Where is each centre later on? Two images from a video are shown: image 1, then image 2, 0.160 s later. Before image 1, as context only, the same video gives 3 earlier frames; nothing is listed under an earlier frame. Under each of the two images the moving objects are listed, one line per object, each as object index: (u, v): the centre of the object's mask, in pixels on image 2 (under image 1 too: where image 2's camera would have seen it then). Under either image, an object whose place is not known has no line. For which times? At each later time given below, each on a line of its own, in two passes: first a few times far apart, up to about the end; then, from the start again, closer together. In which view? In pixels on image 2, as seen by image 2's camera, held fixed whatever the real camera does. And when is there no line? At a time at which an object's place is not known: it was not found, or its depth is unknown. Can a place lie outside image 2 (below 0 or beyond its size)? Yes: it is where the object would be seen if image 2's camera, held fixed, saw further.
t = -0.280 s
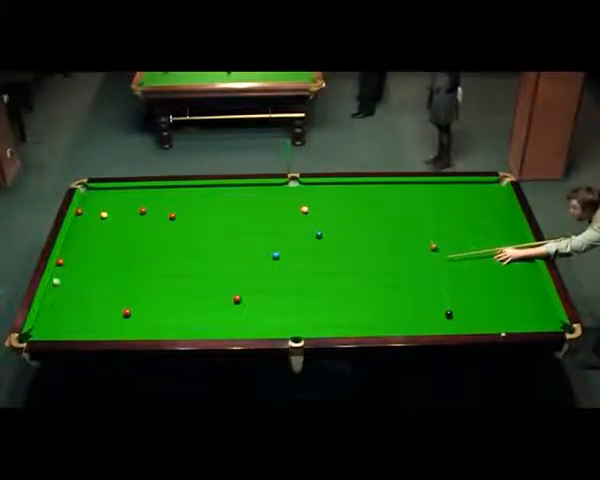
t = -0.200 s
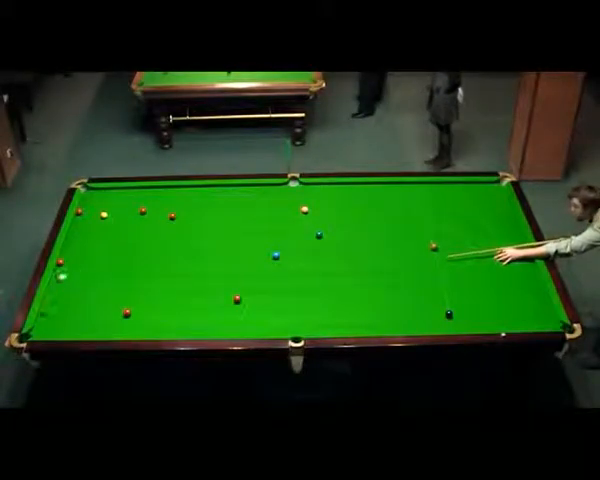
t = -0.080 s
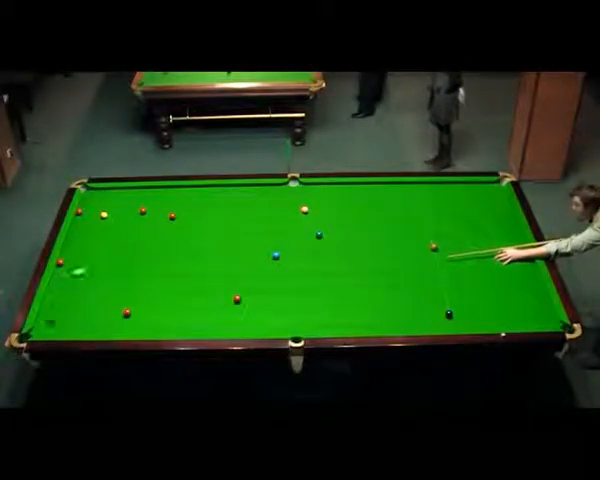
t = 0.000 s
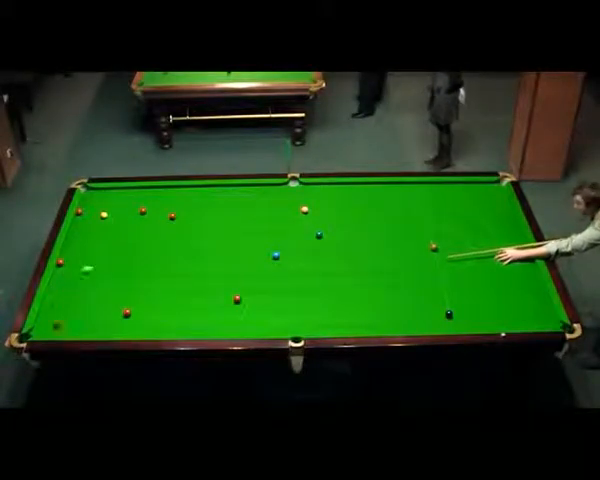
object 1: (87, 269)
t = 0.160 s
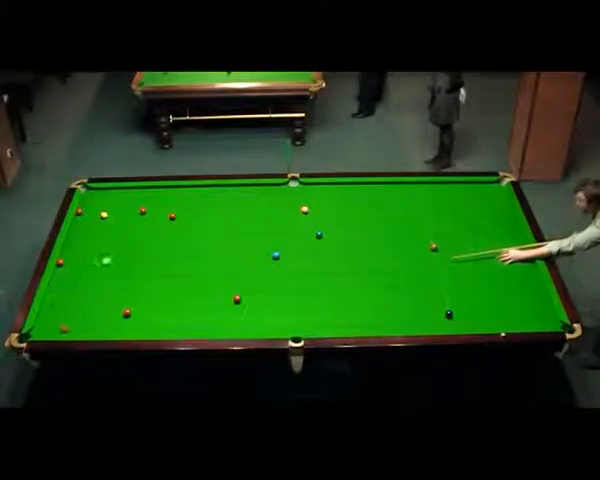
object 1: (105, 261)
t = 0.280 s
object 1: (118, 256)
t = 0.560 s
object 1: (150, 245)
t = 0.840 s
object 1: (176, 234)
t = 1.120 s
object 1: (200, 224)
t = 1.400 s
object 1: (226, 216)
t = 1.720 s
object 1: (253, 205)
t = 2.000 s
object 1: (274, 197)
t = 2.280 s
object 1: (295, 189)
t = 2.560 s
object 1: (314, 186)
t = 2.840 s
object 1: (327, 189)
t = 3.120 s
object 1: (340, 191)
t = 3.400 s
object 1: (354, 196)
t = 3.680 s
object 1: (367, 197)
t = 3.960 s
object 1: (379, 201)
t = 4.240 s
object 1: (390, 204)
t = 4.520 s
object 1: (401, 207)
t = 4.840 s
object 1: (411, 208)
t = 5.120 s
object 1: (420, 212)
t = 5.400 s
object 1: (429, 213)
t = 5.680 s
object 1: (435, 216)
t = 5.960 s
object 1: (441, 217)
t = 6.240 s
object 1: (446, 218)
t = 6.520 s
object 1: (451, 219)
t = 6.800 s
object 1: (453, 220)
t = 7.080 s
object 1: (457, 221)
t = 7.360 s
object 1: (459, 221)
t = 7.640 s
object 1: (459, 221)
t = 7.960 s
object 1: (459, 222)
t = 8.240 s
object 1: (460, 221)
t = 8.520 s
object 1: (459, 221)
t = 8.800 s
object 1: (459, 221)
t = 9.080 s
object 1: (459, 221)
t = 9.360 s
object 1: (459, 221)
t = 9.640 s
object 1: (459, 221)
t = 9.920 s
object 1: (459, 221)
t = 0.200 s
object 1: (111, 259)
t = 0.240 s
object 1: (114, 258)
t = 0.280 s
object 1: (118, 256)
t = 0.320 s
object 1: (123, 254)
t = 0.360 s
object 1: (127, 253)
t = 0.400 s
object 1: (130, 251)
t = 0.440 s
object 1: (135, 249)
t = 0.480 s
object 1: (139, 248)
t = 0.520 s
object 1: (142, 246)
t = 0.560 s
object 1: (150, 245)
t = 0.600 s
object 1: (151, 243)
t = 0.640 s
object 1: (155, 241)
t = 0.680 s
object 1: (161, 239)
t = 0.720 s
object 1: (164, 239)
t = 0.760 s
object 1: (166, 236)
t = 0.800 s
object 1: (172, 235)
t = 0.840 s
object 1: (176, 234)
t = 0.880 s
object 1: (180, 233)
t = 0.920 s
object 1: (183, 231)
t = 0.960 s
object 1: (187, 230)
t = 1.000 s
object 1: (191, 229)
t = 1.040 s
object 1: (193, 227)
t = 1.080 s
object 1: (199, 225)
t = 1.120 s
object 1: (200, 224)
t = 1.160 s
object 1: (206, 222)
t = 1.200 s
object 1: (209, 222)
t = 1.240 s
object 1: (211, 221)
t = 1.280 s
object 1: (216, 219)
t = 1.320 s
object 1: (219, 218)
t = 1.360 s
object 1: (223, 217)
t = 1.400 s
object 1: (226, 216)
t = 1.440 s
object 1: (230, 213)
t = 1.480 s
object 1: (234, 212)
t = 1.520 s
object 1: (236, 211)
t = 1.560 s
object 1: (240, 209)
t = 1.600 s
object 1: (243, 208)
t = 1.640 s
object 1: (247, 207)
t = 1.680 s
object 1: (250, 207)
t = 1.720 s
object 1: (253, 205)
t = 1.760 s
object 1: (257, 204)
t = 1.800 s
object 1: (260, 204)
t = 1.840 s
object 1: (262, 202)
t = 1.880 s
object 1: (264, 202)
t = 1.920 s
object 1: (269, 198)
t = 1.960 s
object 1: (272, 197)
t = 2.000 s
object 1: (274, 197)
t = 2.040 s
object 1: (277, 196)
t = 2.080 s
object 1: (280, 195)
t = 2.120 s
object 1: (282, 194)
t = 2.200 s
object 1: (289, 191)
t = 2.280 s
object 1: (295, 189)
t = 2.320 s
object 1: (296, 188)
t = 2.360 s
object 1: (297, 188)
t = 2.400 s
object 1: (301, 188)
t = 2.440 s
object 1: (305, 186)
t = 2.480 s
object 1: (308, 184)
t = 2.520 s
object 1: (314, 185)
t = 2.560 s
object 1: (314, 186)
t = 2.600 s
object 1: (315, 186)
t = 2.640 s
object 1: (316, 187)
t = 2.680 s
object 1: (318, 187)
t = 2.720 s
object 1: (320, 187)
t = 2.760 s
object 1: (323, 188)
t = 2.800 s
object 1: (325, 189)
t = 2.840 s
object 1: (327, 189)
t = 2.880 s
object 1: (329, 189)
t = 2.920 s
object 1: (331, 190)
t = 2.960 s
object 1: (332, 190)
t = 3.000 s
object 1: (334, 190)
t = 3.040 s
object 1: (337, 191)
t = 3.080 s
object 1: (339, 191)
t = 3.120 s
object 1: (340, 191)
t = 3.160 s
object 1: (343, 192)
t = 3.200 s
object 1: (345, 193)
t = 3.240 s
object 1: (347, 193)
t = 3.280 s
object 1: (349, 194)
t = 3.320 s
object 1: (351, 194)
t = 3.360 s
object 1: (353, 195)
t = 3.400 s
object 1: (354, 196)
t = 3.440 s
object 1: (356, 196)
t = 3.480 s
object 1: (358, 197)
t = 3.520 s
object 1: (360, 196)
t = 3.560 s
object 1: (362, 197)
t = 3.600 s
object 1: (364, 197)
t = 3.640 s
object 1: (365, 197)
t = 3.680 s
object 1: (367, 197)
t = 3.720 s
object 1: (369, 199)
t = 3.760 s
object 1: (371, 199)
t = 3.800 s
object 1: (374, 200)
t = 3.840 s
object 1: (375, 201)
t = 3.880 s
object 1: (376, 201)
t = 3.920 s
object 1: (378, 201)
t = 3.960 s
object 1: (379, 201)
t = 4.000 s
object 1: (381, 202)
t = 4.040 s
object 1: (382, 202)
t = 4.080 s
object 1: (384, 203)
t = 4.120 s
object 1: (386, 203)
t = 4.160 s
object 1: (387, 203)
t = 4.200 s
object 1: (389, 204)
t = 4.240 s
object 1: (390, 204)
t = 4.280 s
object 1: (392, 205)
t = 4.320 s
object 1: (394, 205)
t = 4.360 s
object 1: (395, 205)
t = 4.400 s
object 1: (396, 205)
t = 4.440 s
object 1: (399, 206)
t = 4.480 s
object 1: (400, 207)
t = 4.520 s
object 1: (401, 207)
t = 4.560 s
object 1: (403, 207)
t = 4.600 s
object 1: (404, 207)
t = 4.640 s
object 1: (405, 208)
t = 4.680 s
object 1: (407, 209)
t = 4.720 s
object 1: (408, 209)
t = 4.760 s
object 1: (409, 209)
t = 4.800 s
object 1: (410, 209)
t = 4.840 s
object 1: (411, 208)
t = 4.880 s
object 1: (412, 210)
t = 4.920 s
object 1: (414, 210)
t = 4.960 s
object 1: (415, 210)
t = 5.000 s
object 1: (417, 211)
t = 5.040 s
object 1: (418, 211)
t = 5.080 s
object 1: (419, 211)
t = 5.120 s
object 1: (420, 212)
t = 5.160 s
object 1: (421, 212)
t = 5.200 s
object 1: (422, 212)
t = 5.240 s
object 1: (423, 212)
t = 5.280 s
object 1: (426, 213)
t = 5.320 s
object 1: (427, 213)
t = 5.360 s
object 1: (427, 213)
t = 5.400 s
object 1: (429, 213)
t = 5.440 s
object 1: (429, 214)
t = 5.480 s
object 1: (430, 214)
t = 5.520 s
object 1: (431, 214)
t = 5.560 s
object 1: (432, 215)
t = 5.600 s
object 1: (433, 215)
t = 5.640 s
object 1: (434, 215)
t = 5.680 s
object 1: (435, 216)
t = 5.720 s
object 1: (436, 216)
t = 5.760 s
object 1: (437, 216)
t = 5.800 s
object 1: (438, 216)
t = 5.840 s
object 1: (439, 217)
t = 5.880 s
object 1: (439, 217)
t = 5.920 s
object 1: (440, 217)
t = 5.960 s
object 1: (441, 217)
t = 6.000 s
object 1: (442, 217)
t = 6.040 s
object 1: (443, 217)
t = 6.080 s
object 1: (443, 217)
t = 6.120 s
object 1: (444, 218)
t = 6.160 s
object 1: (444, 218)
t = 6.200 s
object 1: (446, 218)
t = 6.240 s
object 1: (446, 218)
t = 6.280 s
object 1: (446, 218)
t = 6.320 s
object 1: (447, 218)
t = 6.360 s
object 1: (447, 218)
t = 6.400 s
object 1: (448, 219)
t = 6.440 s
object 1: (450, 219)
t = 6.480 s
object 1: (450, 219)
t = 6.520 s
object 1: (451, 219)
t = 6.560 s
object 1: (451, 220)
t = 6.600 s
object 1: (452, 220)
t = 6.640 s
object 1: (452, 220)
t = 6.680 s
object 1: (452, 220)
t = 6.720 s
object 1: (452, 220)
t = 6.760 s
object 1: (453, 220)
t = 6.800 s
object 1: (453, 220)
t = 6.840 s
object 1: (454, 220)
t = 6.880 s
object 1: (455, 220)
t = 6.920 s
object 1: (456, 220)
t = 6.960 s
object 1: (456, 220)
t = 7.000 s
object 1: (456, 221)
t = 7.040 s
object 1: (457, 221)
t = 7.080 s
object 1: (457, 221)
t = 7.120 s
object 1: (457, 221)
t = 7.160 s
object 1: (457, 221)
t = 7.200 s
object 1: (457, 221)
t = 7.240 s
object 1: (457, 221)
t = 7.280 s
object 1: (458, 221)
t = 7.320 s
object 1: (459, 221)
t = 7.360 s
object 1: (459, 221)
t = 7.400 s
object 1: (459, 221)
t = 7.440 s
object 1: (459, 221)
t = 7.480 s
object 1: (459, 221)
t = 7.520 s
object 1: (459, 221)
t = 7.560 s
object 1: (459, 221)
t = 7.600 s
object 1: (459, 221)
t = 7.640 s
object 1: (459, 221)
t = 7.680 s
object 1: (459, 221)
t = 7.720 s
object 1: (459, 221)
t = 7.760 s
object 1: (459, 221)
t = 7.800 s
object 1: (459, 221)
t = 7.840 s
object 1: (459, 221)
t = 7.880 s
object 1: (459, 221)
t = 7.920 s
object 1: (459, 221)
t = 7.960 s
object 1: (459, 222)
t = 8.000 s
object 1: (459, 221)
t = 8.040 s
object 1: (459, 221)
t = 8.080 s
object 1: (459, 221)
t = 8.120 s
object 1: (459, 221)
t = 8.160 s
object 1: (459, 222)
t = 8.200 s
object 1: (459, 221)
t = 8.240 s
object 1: (460, 221)
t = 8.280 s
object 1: (459, 221)
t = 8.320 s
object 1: (459, 221)
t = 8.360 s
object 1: (459, 221)
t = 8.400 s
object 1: (459, 221)
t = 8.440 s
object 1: (459, 221)
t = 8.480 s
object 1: (459, 221)
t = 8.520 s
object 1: (459, 221)
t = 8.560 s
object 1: (459, 221)
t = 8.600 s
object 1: (459, 221)
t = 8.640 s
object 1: (459, 221)
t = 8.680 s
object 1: (459, 221)
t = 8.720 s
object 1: (459, 221)
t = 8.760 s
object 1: (459, 221)
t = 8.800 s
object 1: (459, 221)
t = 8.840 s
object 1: (459, 221)
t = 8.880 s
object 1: (459, 221)
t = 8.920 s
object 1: (459, 221)
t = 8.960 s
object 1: (459, 221)
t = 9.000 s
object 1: (459, 221)
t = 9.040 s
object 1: (459, 221)
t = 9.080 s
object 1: (459, 221)
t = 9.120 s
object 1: (459, 221)
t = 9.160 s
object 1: (459, 221)
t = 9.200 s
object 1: (459, 221)
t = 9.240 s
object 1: (459, 221)
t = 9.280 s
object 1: (459, 221)
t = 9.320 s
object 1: (459, 221)
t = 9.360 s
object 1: (459, 221)
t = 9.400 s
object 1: (459, 221)
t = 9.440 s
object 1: (459, 221)
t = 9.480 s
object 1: (459, 221)
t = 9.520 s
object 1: (459, 221)
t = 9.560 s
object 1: (459, 221)
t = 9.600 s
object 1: (459, 221)
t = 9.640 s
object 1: (459, 221)
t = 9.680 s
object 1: (459, 221)
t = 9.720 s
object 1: (459, 221)
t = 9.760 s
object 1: (459, 221)
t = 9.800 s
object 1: (459, 221)
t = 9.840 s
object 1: (459, 221)
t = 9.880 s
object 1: (459, 221)
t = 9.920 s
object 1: (459, 221)
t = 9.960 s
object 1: (459, 221)
